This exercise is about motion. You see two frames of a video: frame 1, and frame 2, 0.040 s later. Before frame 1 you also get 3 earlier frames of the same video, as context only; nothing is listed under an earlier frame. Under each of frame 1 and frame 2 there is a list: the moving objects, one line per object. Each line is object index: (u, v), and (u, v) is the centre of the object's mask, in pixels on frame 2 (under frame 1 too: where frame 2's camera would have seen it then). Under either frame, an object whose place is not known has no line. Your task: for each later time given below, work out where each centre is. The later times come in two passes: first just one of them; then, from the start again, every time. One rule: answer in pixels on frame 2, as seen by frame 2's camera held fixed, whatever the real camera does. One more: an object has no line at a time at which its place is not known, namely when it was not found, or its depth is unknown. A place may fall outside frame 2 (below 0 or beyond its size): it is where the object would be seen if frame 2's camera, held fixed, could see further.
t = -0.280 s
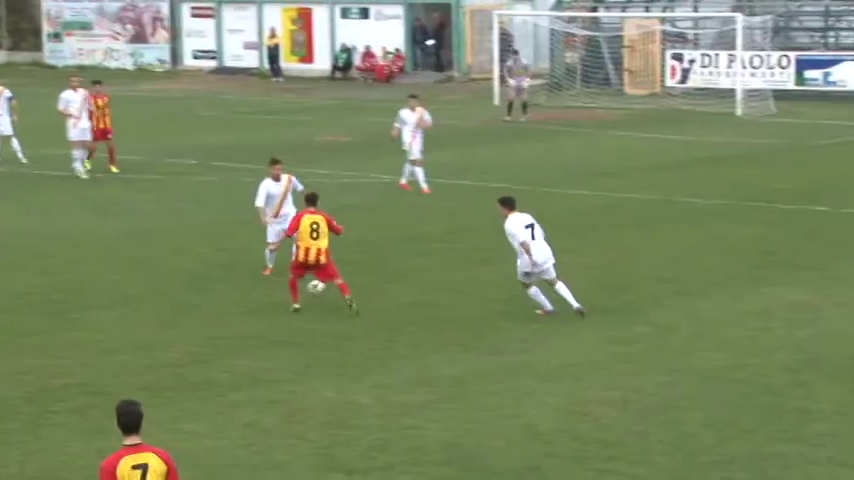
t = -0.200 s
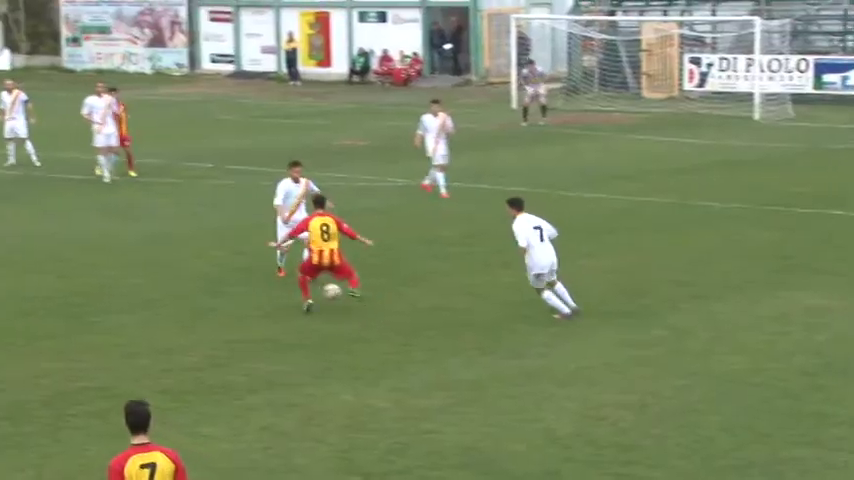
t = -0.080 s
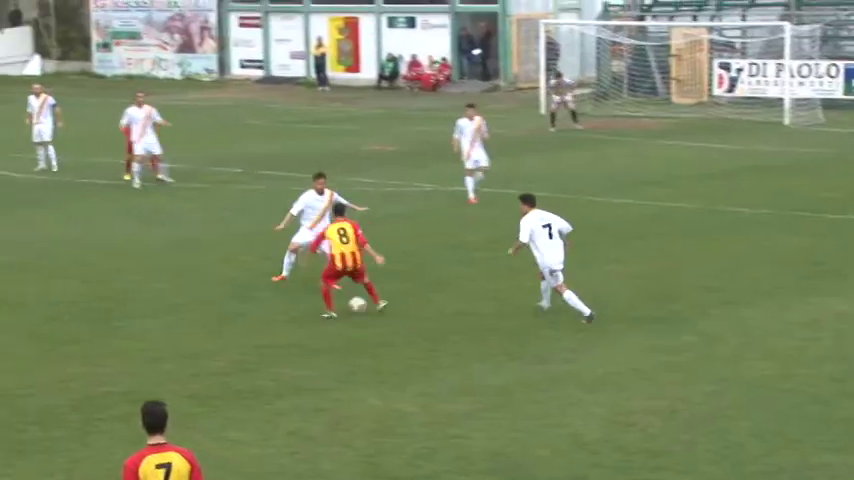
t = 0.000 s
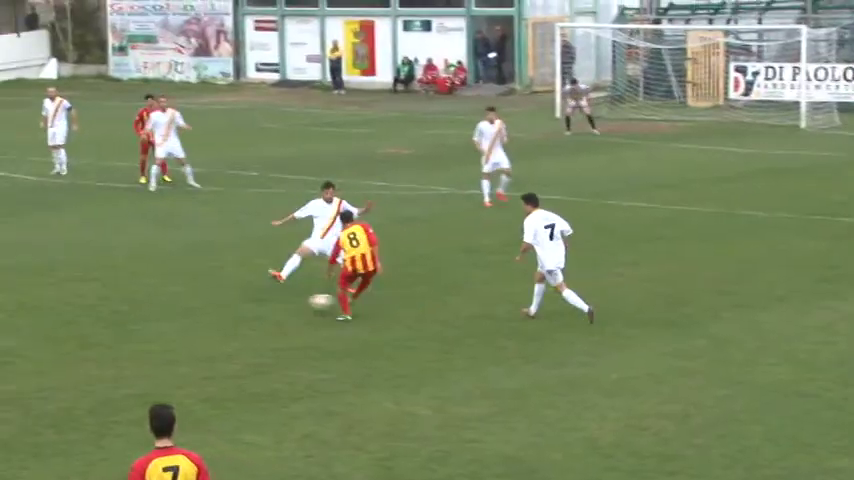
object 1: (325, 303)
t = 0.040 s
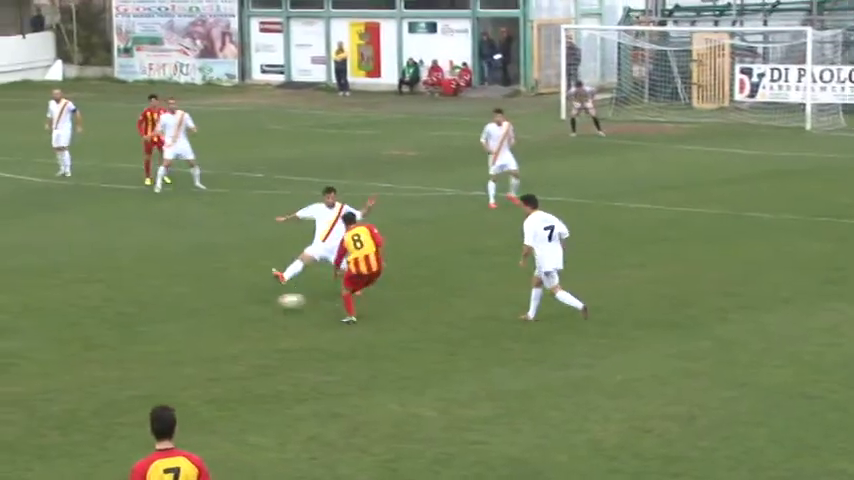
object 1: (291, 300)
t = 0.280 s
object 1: (103, 293)
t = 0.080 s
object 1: (256, 299)
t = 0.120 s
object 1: (221, 300)
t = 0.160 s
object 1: (189, 300)
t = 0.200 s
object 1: (160, 296)
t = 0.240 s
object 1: (131, 294)
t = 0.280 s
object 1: (103, 293)
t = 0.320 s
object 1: (75, 293)
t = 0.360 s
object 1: (47, 295)
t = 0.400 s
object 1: (24, 291)
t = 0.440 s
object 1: (2, 287)
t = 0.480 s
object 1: (-20, 285)
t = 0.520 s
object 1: (-42, 285)
